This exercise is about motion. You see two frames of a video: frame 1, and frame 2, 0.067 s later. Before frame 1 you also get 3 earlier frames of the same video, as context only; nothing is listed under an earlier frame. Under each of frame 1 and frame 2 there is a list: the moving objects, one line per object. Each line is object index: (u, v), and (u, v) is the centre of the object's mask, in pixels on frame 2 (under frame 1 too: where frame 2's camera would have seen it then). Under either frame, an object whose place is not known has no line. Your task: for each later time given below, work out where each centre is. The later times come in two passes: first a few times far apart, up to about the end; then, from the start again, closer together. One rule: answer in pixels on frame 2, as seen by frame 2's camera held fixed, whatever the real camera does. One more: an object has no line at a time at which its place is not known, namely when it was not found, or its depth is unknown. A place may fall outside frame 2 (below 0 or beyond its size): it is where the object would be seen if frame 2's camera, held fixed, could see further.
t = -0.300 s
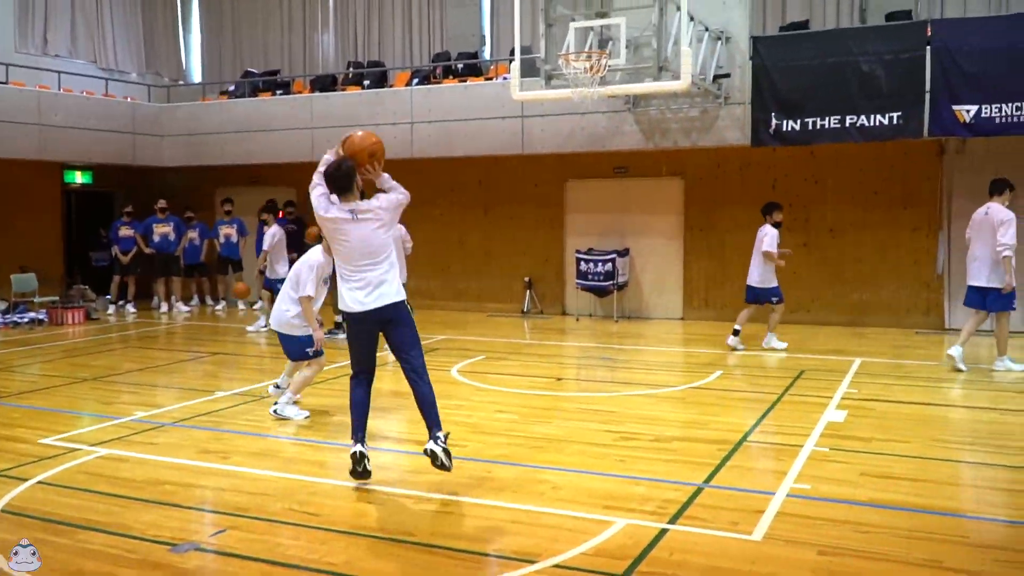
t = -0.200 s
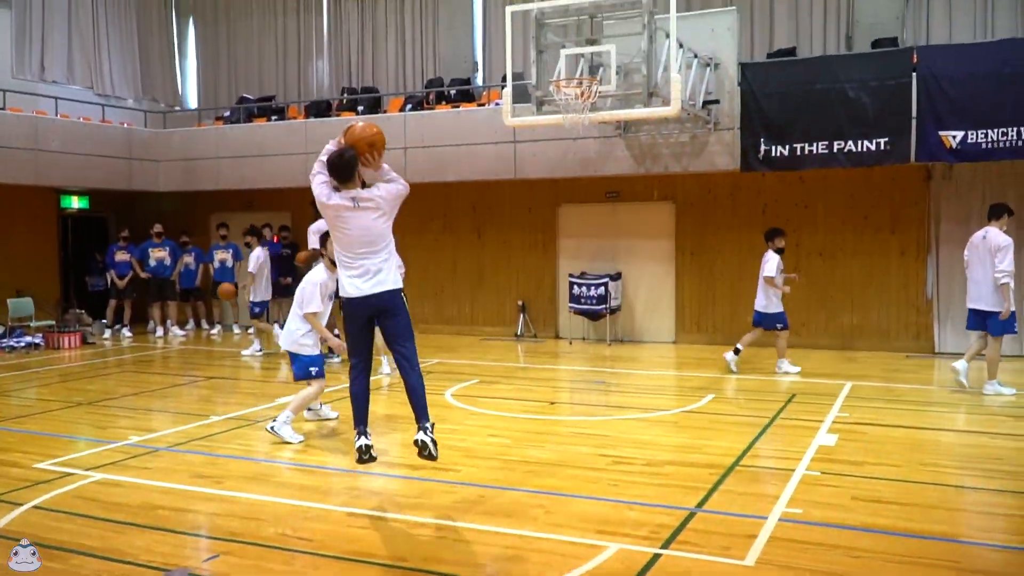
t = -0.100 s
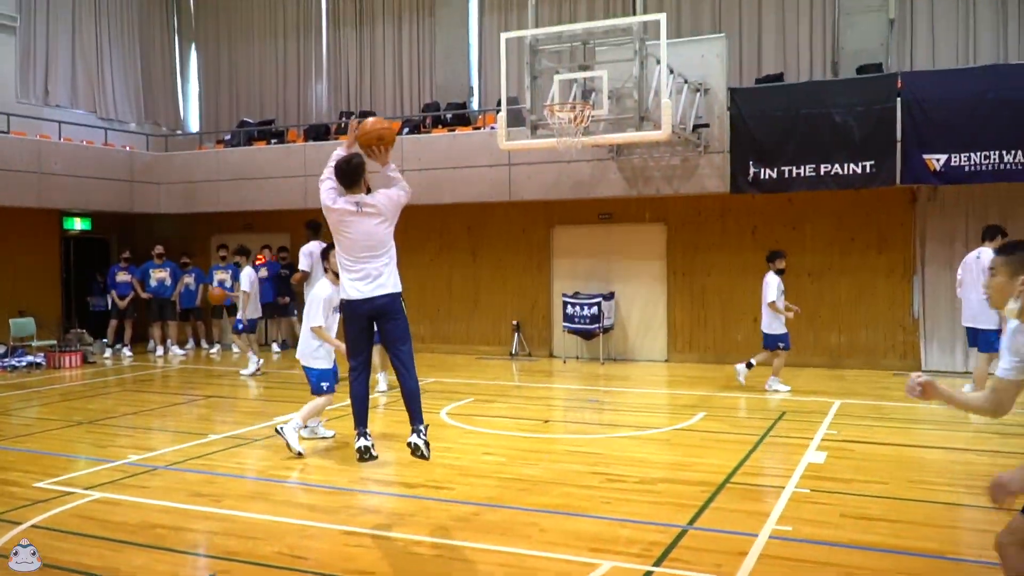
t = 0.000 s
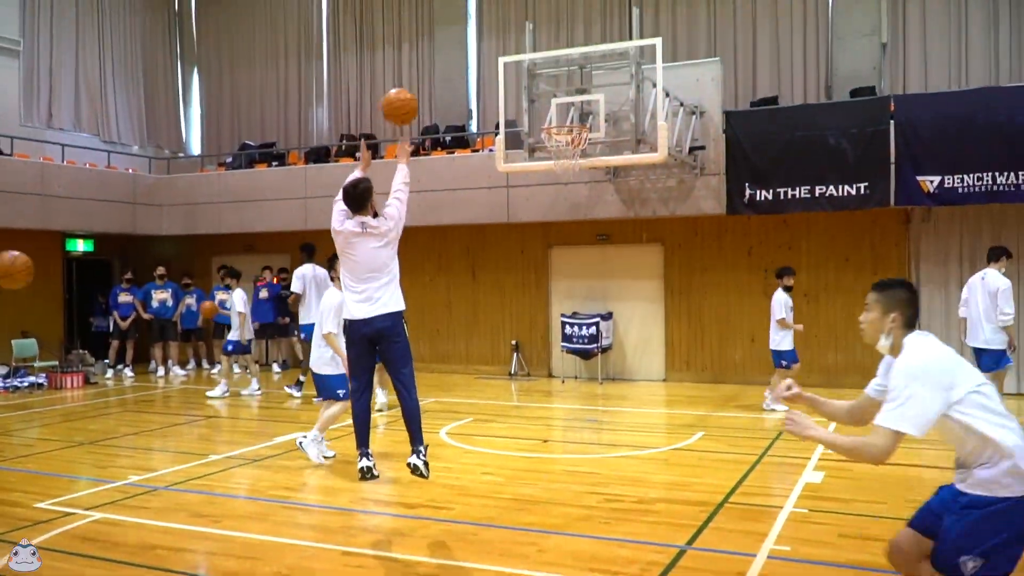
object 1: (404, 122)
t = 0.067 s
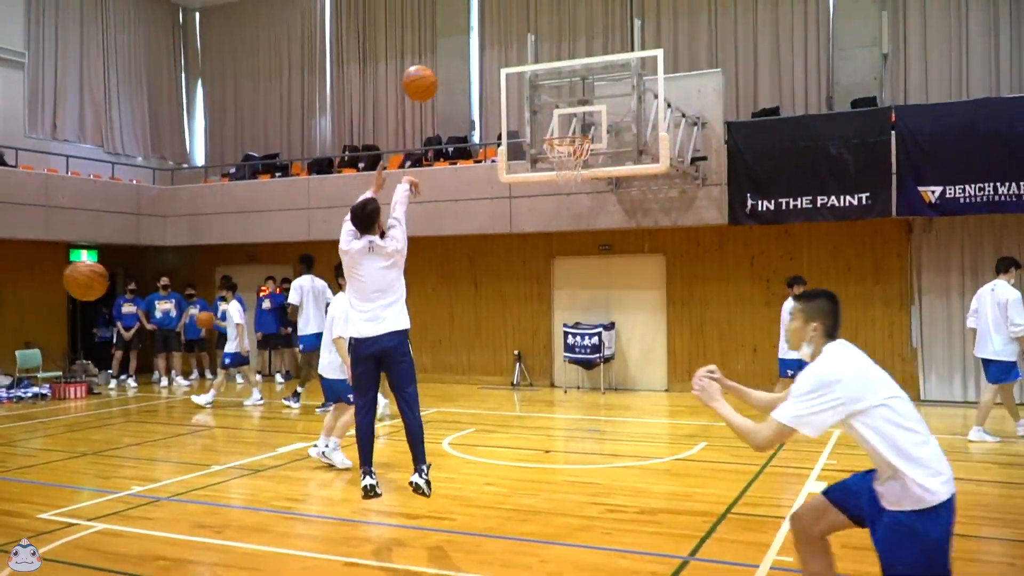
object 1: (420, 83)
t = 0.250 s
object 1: (461, 29)
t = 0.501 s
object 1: (507, 33)
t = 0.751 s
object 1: (545, 99)
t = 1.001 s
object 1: (555, 105)
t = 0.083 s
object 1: (424, 76)
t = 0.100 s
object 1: (427, 69)
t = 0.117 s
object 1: (432, 62)
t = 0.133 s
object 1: (436, 56)
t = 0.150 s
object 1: (439, 51)
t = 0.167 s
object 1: (443, 46)
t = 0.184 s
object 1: (447, 42)
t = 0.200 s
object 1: (451, 38)
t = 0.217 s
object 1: (454, 34)
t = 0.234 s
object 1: (458, 31)
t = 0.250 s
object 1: (461, 29)
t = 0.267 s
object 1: (465, 27)
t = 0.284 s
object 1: (468, 24)
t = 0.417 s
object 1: (494, 23)
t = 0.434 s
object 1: (496, 24)
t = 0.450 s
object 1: (499, 26)
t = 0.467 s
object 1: (502, 28)
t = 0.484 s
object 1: (505, 30)
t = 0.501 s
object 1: (507, 33)
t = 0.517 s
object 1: (511, 35)
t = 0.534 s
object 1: (513, 38)
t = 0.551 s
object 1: (515, 42)
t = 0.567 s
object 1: (518, 45)
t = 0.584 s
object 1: (521, 49)
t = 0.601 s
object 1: (523, 53)
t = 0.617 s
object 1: (525, 58)
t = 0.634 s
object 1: (527, 62)
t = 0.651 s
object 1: (530, 67)
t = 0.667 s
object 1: (533, 72)
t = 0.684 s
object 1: (535, 77)
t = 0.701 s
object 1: (537, 83)
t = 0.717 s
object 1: (540, 87)
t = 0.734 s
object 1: (541, 94)
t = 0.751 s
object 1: (545, 99)
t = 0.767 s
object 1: (546, 105)
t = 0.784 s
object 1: (548, 111)
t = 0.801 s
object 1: (550, 118)
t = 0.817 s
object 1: (553, 124)
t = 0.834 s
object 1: (554, 126)
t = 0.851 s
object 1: (554, 123)
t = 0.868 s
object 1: (554, 120)
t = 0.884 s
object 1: (554, 117)
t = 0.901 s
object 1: (554, 115)
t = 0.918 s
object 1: (554, 112)
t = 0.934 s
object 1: (555, 111)
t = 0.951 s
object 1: (555, 109)
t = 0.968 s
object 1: (555, 107)
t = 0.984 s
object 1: (555, 106)
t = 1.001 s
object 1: (555, 105)
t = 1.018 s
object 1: (555, 104)
